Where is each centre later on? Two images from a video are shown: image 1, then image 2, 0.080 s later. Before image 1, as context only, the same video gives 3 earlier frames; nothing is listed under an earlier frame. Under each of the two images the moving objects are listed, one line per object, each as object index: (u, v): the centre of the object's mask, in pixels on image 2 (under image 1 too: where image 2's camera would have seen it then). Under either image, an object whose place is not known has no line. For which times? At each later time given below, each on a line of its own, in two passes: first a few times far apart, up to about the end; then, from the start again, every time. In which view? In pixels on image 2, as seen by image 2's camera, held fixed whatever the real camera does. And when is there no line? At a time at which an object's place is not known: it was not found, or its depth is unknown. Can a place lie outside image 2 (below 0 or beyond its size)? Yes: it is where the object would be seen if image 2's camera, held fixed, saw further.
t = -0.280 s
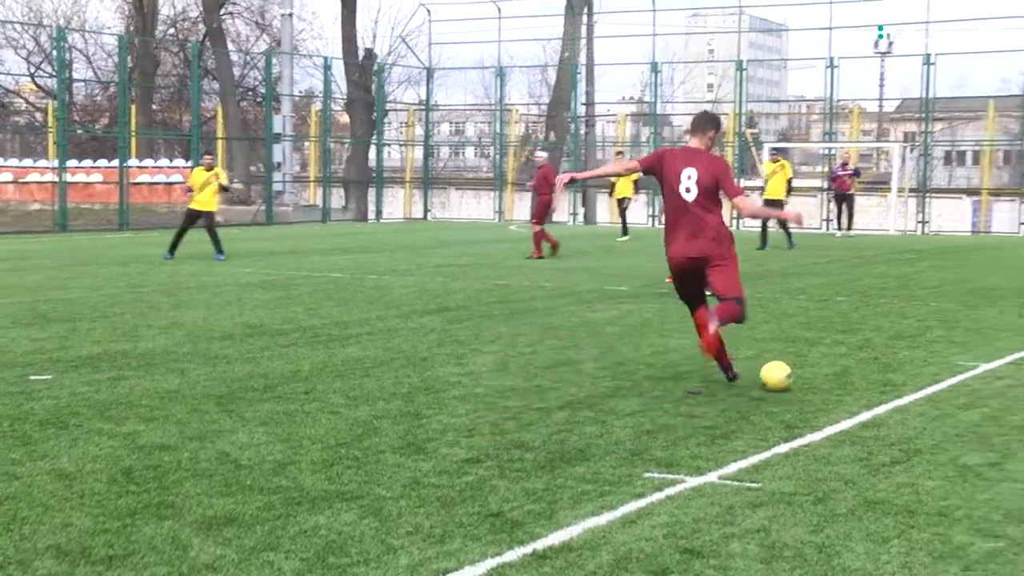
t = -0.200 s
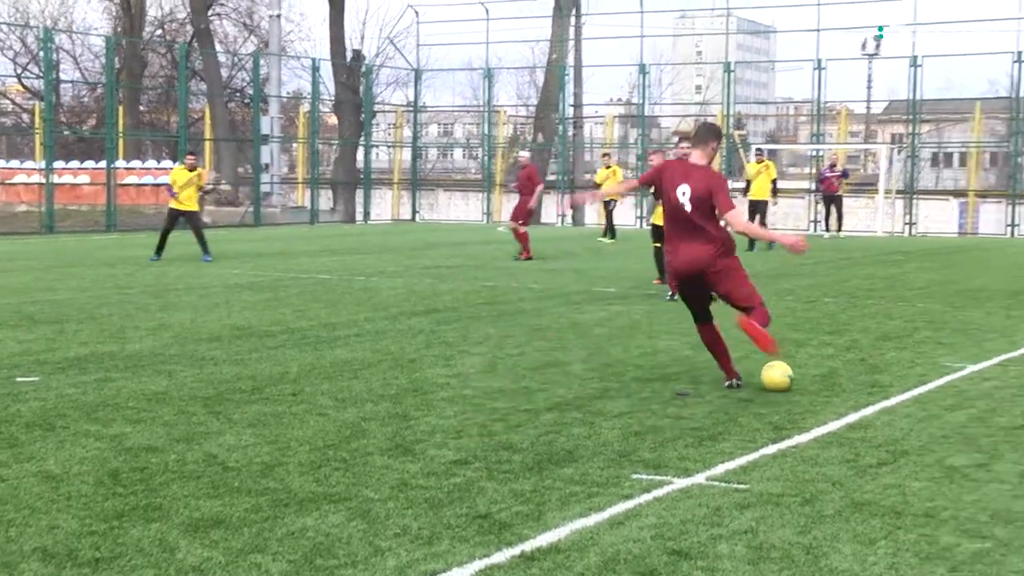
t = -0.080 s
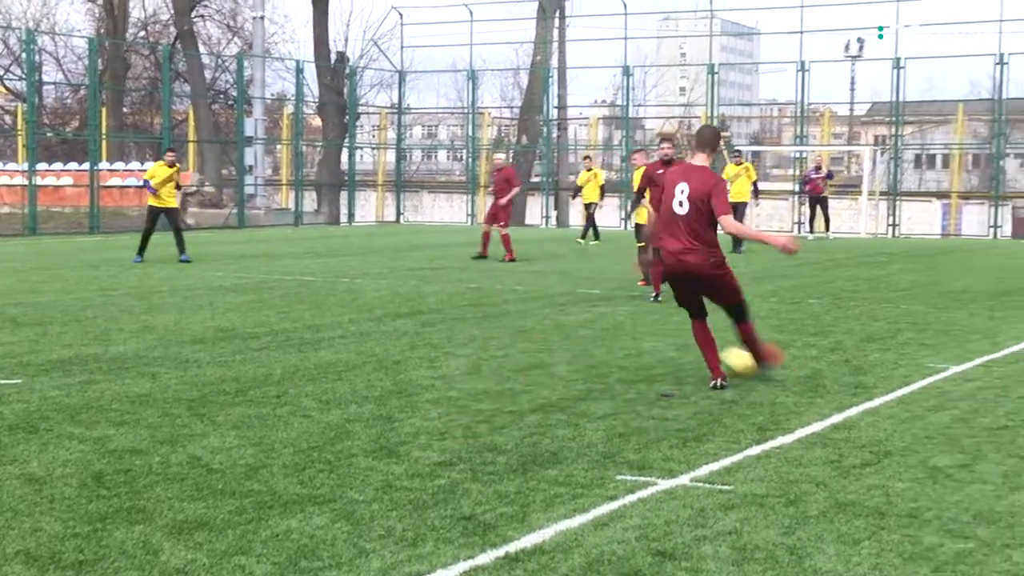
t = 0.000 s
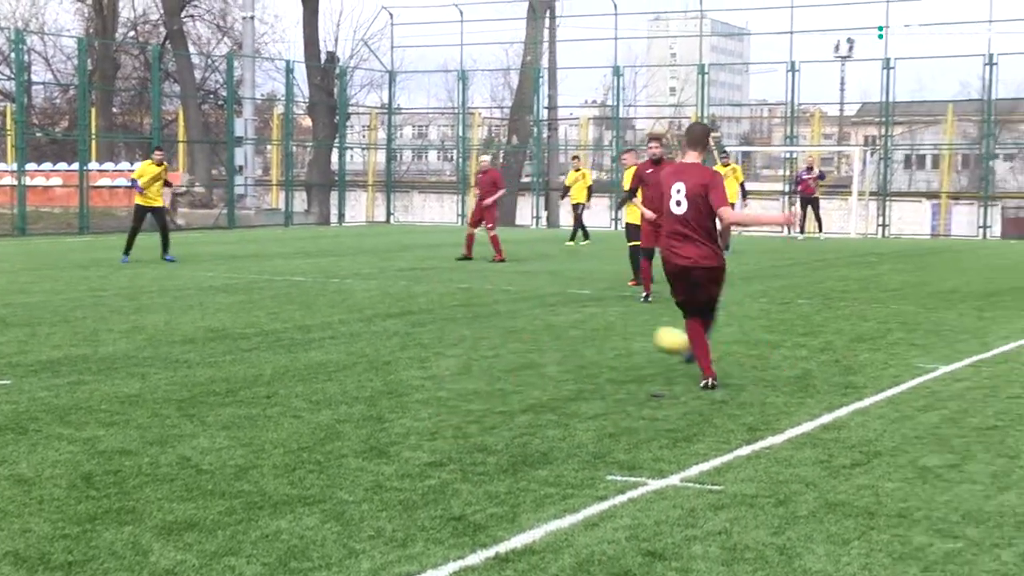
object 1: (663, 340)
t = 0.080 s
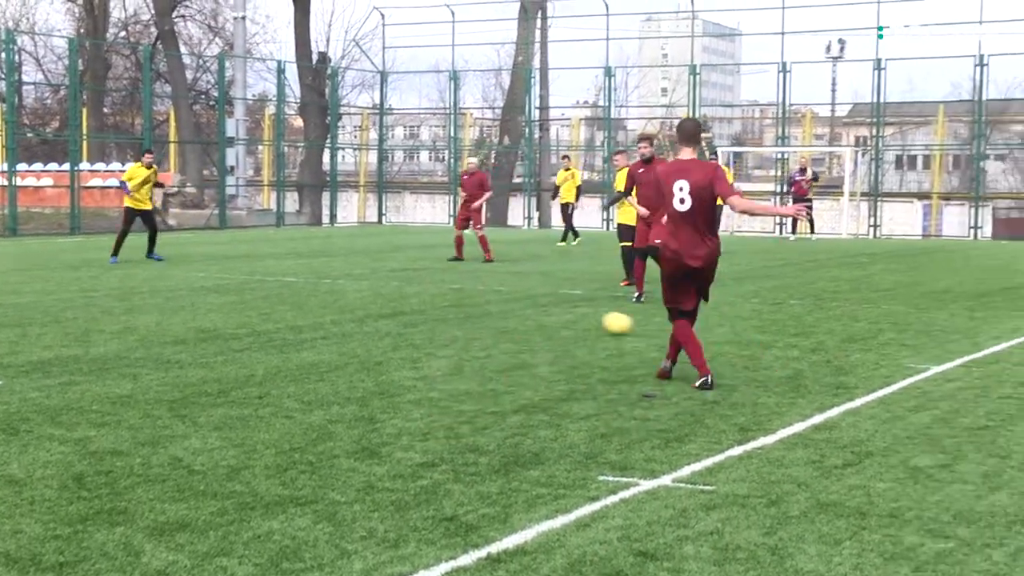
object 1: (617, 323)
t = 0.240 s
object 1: (549, 298)
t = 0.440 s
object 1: (490, 281)
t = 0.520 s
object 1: (472, 275)
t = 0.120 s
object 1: (599, 316)
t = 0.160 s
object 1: (580, 310)
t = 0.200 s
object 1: (564, 303)
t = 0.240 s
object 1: (549, 298)
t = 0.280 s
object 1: (536, 294)
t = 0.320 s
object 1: (523, 290)
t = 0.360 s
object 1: (511, 287)
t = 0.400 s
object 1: (499, 283)
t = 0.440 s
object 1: (490, 281)
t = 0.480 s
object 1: (481, 278)
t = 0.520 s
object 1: (472, 275)
